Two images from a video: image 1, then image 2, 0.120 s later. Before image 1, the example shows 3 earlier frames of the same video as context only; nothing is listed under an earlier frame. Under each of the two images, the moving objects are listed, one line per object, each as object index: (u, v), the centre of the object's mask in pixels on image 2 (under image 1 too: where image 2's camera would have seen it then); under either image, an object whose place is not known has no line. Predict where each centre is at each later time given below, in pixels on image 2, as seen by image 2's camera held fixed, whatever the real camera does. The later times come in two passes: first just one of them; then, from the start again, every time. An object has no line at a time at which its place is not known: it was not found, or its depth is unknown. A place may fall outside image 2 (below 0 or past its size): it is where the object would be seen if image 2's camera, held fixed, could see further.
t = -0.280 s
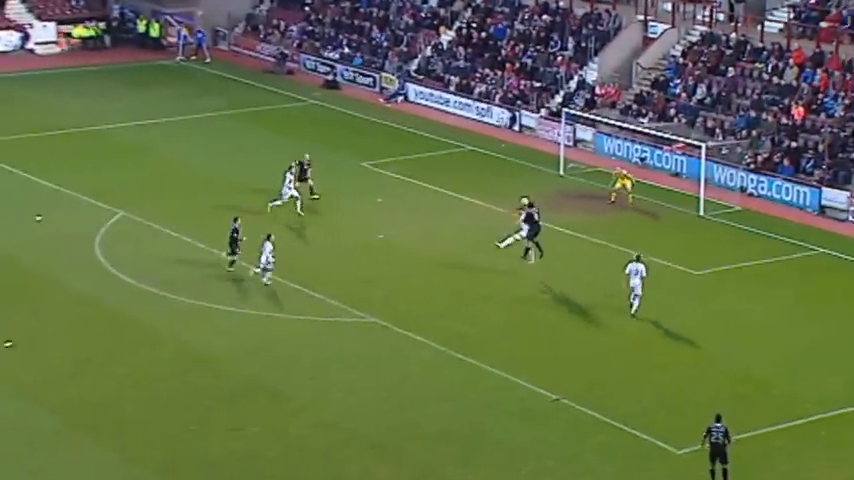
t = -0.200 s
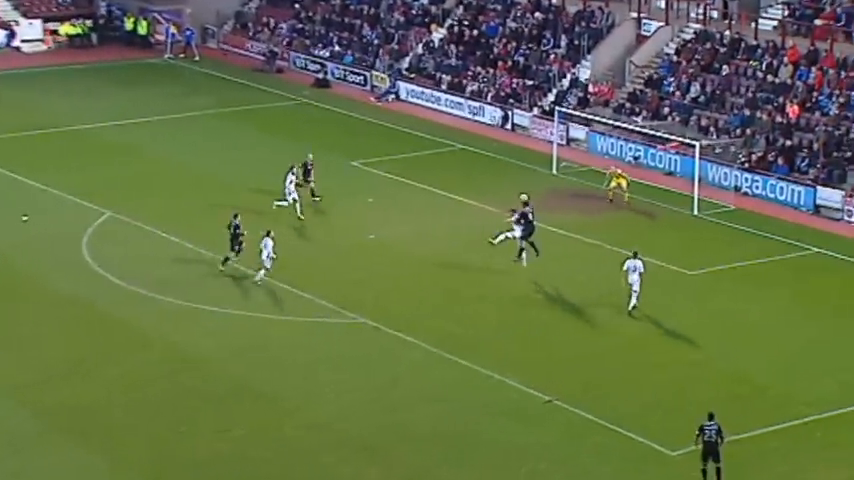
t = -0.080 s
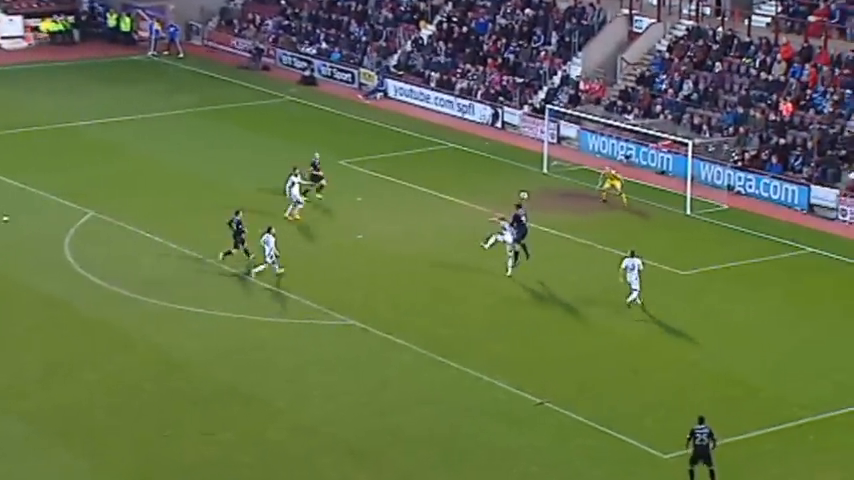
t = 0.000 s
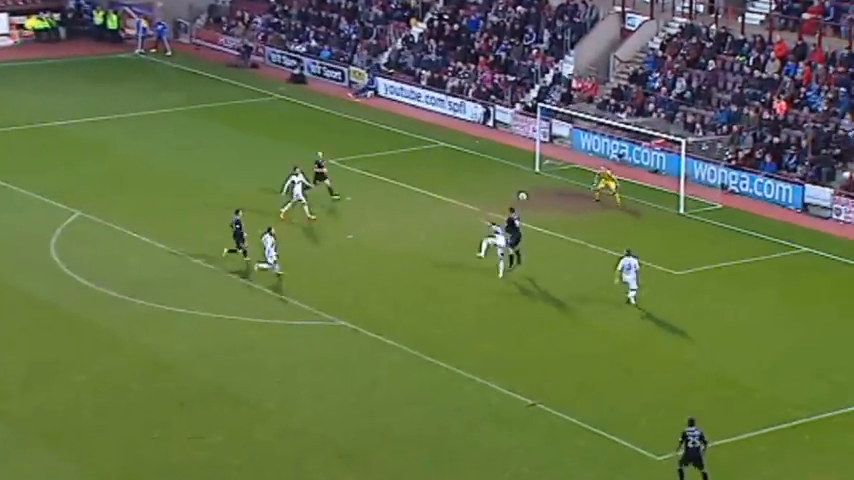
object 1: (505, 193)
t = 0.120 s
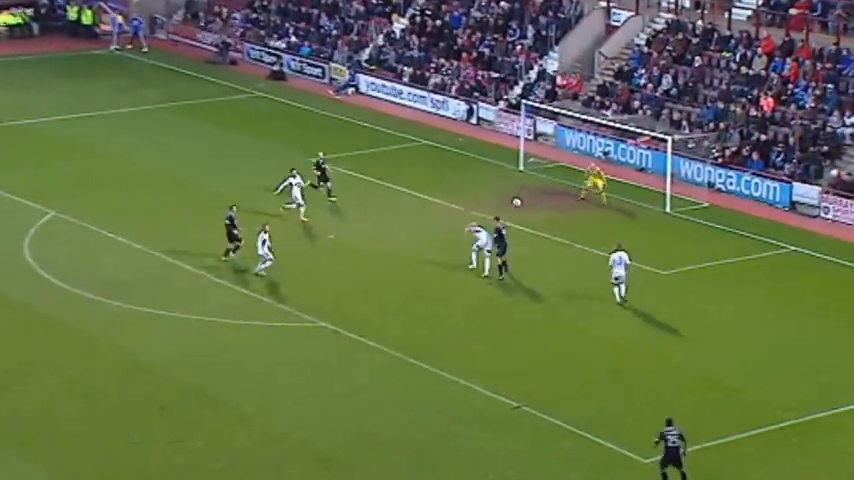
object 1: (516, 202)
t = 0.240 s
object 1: (528, 214)
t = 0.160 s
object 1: (520, 205)
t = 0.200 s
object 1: (524, 209)
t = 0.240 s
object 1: (528, 214)
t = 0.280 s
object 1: (533, 219)
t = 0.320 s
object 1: (536, 225)
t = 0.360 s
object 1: (541, 231)
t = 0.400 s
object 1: (543, 239)
